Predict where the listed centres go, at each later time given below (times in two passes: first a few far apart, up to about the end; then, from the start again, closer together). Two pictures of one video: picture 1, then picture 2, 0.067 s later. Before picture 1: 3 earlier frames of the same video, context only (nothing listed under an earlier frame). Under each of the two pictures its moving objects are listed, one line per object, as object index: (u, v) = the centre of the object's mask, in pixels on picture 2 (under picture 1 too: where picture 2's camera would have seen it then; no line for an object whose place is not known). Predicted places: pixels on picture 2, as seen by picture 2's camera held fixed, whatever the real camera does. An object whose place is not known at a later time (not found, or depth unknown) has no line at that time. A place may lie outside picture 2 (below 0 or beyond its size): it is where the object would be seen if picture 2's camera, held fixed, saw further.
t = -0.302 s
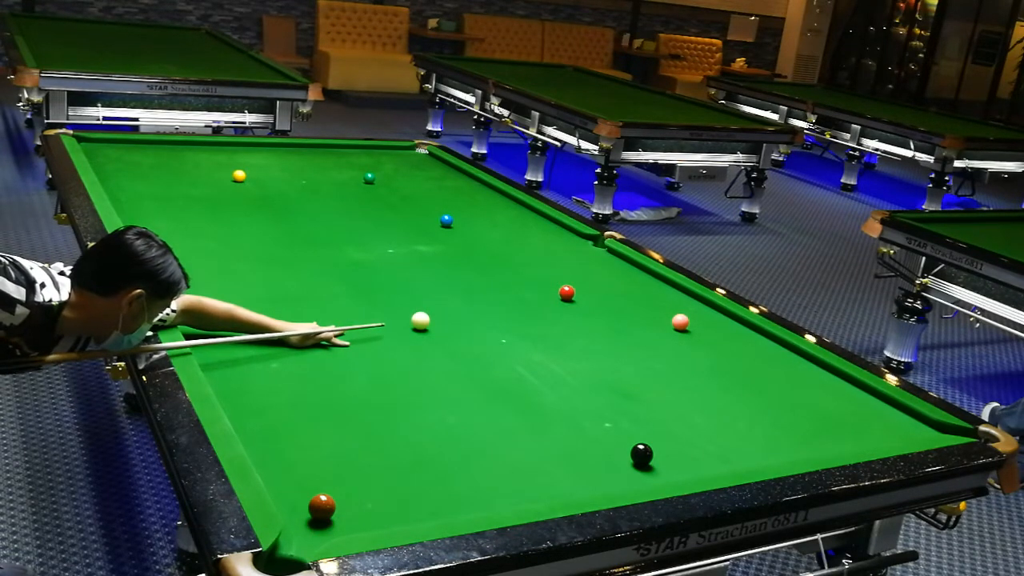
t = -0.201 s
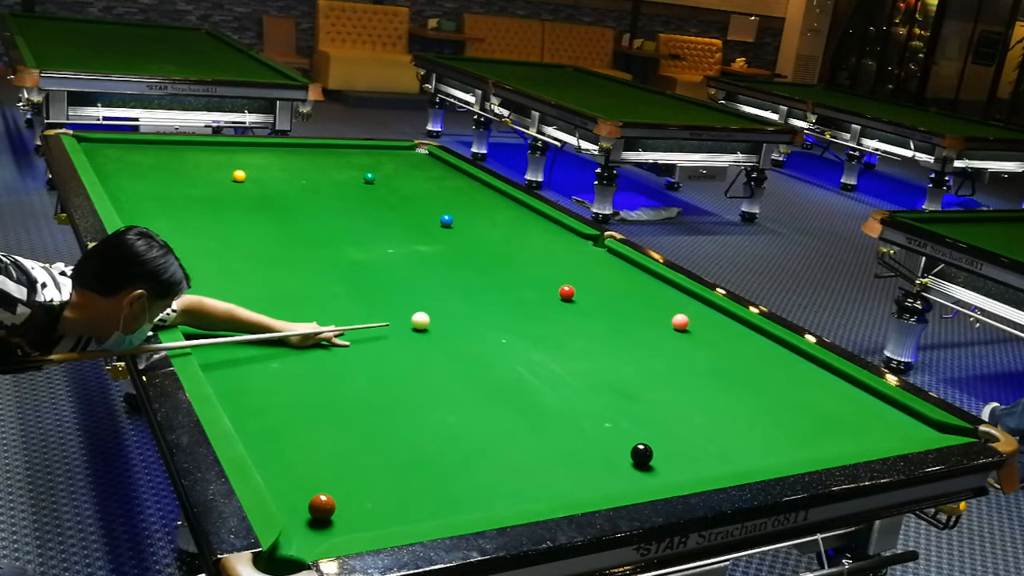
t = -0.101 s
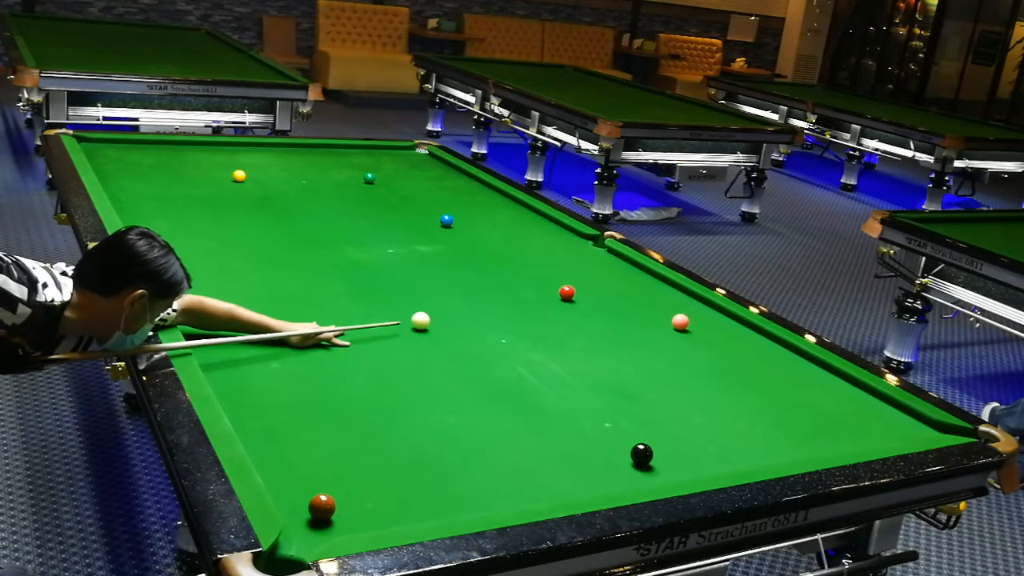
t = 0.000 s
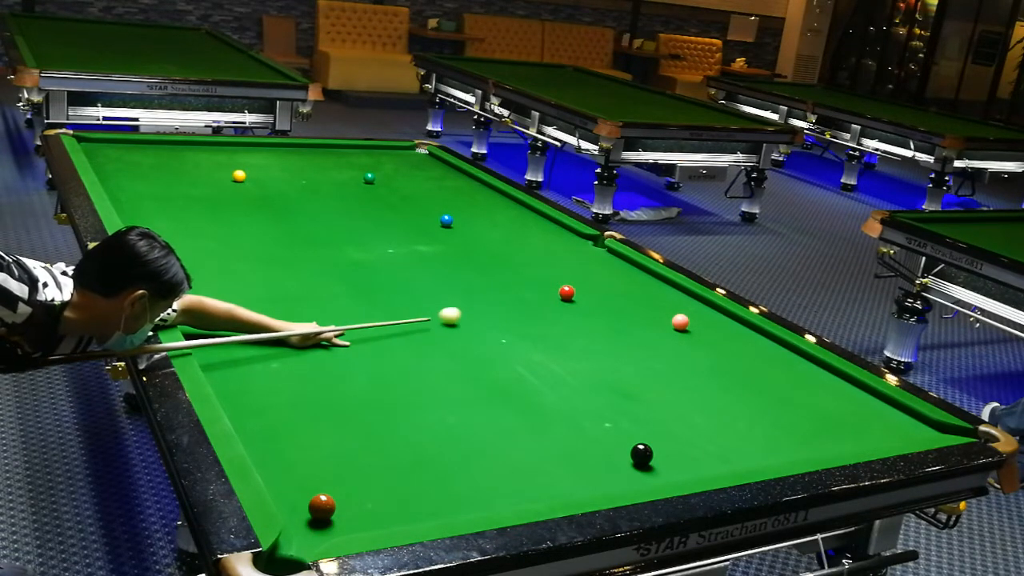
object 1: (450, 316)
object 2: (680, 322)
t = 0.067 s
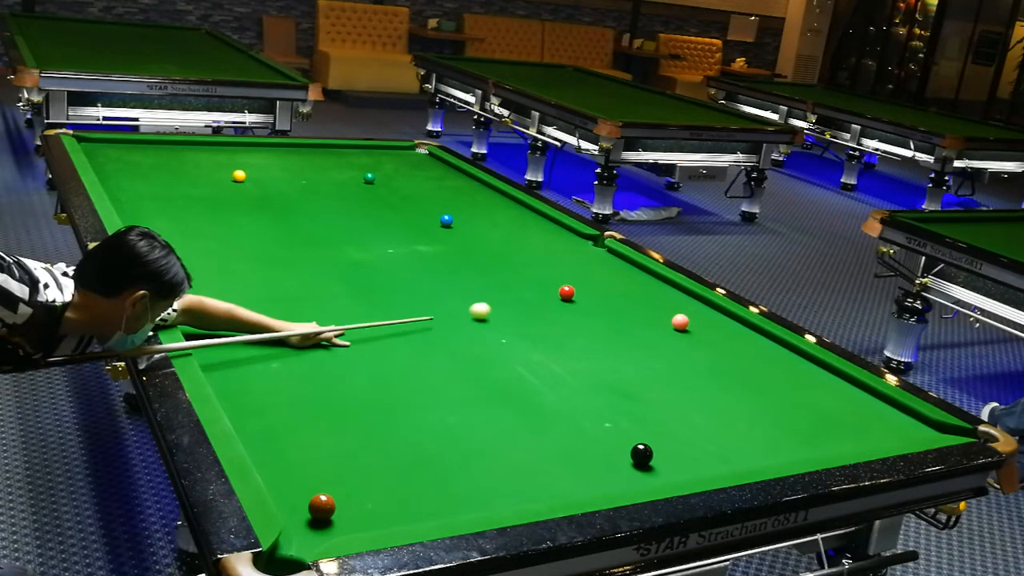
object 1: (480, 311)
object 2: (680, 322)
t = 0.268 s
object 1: (551, 299)
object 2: (680, 322)
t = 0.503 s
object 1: (618, 302)
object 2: (680, 322)
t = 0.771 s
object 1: (691, 307)
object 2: (680, 322)
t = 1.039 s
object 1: (700, 314)
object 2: (680, 322)
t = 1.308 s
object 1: (683, 319)
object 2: (671, 327)
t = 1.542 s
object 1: (675, 320)
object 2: (660, 333)
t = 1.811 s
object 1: (668, 320)
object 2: (647, 340)
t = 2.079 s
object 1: (663, 321)
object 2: (634, 346)
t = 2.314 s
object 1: (659, 321)
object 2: (623, 351)
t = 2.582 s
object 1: (657, 321)
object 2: (611, 357)
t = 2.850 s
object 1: (657, 321)
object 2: (600, 362)
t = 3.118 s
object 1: (657, 321)
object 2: (590, 368)
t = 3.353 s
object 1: (657, 321)
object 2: (582, 372)
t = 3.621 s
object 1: (657, 321)
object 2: (574, 375)
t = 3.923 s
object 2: (566, 379)
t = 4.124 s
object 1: (657, 321)
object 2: (562, 381)
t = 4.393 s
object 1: (657, 321)
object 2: (558, 383)
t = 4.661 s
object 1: (657, 321)
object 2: (556, 385)
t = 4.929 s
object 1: (657, 321)
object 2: (555, 385)
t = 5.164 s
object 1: (657, 321)
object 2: (554, 386)
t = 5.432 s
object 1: (657, 321)
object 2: (554, 386)
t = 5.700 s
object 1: (657, 320)
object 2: (554, 386)
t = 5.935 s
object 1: (657, 321)
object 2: (554, 386)
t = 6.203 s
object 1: (657, 321)
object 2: (554, 386)
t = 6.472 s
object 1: (657, 321)
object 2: (554, 386)
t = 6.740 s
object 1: (657, 321)
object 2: (554, 386)
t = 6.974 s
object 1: (657, 320)
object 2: (554, 386)
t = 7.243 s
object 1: (657, 321)
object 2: (554, 386)
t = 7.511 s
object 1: (657, 321)
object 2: (554, 386)
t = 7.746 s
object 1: (657, 321)
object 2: (554, 386)
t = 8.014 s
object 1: (657, 321)
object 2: (554, 386)
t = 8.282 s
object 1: (657, 321)
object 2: (554, 386)
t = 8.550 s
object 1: (657, 321)
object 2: (554, 386)
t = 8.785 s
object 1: (657, 321)
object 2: (554, 386)
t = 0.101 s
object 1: (493, 309)
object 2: (680, 322)
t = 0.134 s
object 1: (505, 307)
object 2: (680, 322)
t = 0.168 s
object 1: (517, 305)
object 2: (680, 322)
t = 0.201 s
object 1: (529, 303)
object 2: (680, 322)
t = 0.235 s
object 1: (540, 301)
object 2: (680, 322)
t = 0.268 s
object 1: (551, 299)
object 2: (680, 322)
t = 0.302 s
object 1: (562, 298)
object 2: (680, 322)
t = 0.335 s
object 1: (572, 298)
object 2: (680, 322)
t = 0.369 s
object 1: (581, 299)
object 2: (680, 322)
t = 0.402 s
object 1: (590, 300)
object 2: (680, 322)
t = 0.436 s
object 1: (600, 301)
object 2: (680, 322)
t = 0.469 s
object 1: (609, 301)
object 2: (680, 322)
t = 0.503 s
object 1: (618, 302)
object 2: (680, 322)
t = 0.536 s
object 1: (628, 302)
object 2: (680, 322)
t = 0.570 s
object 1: (637, 303)
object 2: (680, 322)
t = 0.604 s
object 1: (646, 304)
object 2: (680, 322)
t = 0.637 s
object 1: (655, 305)
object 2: (680, 322)
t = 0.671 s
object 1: (664, 305)
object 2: (680, 322)
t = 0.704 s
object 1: (673, 305)
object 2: (680, 322)
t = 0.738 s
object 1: (682, 306)
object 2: (680, 322)
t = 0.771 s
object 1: (691, 307)
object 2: (680, 322)
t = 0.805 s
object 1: (700, 307)
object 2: (680, 322)
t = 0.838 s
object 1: (708, 308)
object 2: (680, 322)
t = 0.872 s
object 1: (717, 308)
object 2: (680, 322)
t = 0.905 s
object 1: (714, 309)
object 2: (680, 322)
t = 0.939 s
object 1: (710, 311)
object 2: (680, 322)
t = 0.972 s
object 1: (707, 312)
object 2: (680, 322)
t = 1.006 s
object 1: (704, 314)
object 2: (680, 322)
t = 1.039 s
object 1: (700, 314)
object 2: (680, 322)
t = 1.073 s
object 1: (697, 315)
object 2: (680, 322)
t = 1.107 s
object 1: (694, 316)
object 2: (680, 322)
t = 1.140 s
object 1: (691, 317)
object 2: (680, 322)
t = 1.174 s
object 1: (689, 317)
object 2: (679, 323)
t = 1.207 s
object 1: (688, 318)
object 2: (677, 324)
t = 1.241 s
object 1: (686, 317)
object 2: (675, 325)
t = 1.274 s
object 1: (685, 318)
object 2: (673, 326)
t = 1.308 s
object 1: (683, 319)
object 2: (671, 327)
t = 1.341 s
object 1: (682, 319)
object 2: (670, 328)
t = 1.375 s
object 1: (681, 319)
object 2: (668, 329)
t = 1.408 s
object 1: (679, 319)
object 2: (667, 329)
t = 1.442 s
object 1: (678, 319)
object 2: (665, 330)
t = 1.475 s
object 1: (677, 319)
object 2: (663, 331)
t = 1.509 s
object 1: (676, 320)
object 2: (661, 332)
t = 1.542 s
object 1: (675, 320)
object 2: (660, 333)
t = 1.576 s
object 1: (674, 320)
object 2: (658, 334)
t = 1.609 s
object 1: (673, 320)
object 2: (657, 334)
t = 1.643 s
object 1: (672, 320)
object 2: (655, 335)
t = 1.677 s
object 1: (671, 320)
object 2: (653, 336)
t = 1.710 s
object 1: (670, 320)
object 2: (651, 337)
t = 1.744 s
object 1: (669, 320)
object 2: (650, 338)
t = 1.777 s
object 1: (669, 320)
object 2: (648, 339)
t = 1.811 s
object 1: (668, 320)
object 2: (647, 340)
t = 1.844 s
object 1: (667, 320)
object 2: (645, 340)
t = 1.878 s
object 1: (666, 320)
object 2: (643, 341)
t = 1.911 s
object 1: (666, 320)
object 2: (642, 342)
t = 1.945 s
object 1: (665, 320)
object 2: (640, 343)
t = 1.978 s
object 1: (664, 320)
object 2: (639, 344)
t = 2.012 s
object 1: (664, 321)
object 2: (637, 344)
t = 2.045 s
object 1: (663, 321)
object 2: (635, 345)
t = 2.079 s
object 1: (663, 321)
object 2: (634, 346)
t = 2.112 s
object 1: (662, 321)
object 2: (632, 347)
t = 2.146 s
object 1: (662, 321)
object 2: (631, 348)
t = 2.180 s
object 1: (661, 321)
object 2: (629, 348)
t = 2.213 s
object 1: (661, 321)
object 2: (628, 349)
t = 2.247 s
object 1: (660, 321)
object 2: (626, 350)
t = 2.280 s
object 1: (660, 321)
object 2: (625, 351)
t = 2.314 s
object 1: (659, 321)
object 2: (623, 351)
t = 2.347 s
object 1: (659, 321)
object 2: (622, 352)
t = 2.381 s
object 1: (659, 321)
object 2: (620, 353)
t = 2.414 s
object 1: (658, 321)
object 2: (619, 353)
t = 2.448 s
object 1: (658, 321)
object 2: (617, 354)
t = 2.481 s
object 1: (658, 321)
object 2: (616, 355)
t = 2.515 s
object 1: (658, 321)
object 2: (614, 356)
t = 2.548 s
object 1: (657, 321)
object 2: (613, 356)
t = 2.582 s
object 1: (657, 321)
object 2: (611, 357)
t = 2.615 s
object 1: (657, 321)
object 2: (610, 358)
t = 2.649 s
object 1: (657, 321)
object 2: (609, 358)
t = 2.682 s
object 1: (657, 321)
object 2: (607, 359)
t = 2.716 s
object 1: (657, 321)
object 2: (606, 360)
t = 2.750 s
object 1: (657, 321)
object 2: (604, 360)
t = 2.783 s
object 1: (657, 321)
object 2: (603, 361)
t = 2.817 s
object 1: (657, 321)
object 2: (602, 362)
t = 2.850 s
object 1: (657, 321)
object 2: (600, 362)
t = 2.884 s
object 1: (657, 321)
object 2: (599, 363)
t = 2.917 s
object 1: (657, 321)
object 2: (598, 364)
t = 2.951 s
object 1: (657, 321)
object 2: (596, 364)
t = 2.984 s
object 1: (657, 321)
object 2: (595, 365)
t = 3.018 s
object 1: (657, 321)
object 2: (594, 366)
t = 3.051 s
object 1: (657, 321)
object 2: (593, 366)
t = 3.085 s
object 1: (657, 321)
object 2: (591, 367)
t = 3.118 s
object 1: (657, 321)
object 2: (590, 368)
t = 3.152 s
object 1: (657, 321)
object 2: (589, 368)
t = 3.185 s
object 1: (657, 321)
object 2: (588, 369)
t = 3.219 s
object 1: (657, 321)
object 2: (586, 369)
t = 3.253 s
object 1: (657, 321)
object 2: (585, 370)
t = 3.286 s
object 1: (657, 321)
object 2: (584, 370)
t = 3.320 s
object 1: (657, 321)
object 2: (583, 371)
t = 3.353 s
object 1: (657, 321)
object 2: (582, 372)
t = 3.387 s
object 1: (657, 321)
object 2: (581, 372)
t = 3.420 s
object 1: (657, 321)
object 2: (580, 373)
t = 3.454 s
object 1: (657, 321)
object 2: (579, 373)
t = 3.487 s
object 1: (657, 321)
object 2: (579, 374)
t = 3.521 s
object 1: (657, 321)
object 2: (577, 374)
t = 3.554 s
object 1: (658, 321)
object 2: (576, 374)
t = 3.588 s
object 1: (657, 321)
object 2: (575, 375)
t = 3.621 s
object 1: (657, 321)
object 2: (574, 375)
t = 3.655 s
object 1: (657, 321)
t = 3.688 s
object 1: (657, 321)
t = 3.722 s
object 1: (657, 321)
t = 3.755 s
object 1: (657, 321)
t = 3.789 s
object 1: (658, 317)
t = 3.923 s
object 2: (566, 379)
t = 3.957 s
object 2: (566, 379)
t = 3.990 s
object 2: (565, 379)
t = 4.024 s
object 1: (657, 320)
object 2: (565, 379)
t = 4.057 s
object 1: (657, 321)
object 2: (564, 379)
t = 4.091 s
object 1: (657, 321)
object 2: (563, 381)
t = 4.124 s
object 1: (657, 321)
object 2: (562, 381)
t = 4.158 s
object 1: (657, 321)
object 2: (562, 381)
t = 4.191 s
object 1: (657, 321)
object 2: (561, 381)
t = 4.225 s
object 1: (657, 321)
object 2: (561, 382)
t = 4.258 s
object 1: (657, 321)
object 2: (560, 382)
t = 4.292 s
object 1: (657, 321)
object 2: (560, 382)
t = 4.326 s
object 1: (657, 321)
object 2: (560, 383)
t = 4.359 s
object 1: (657, 321)
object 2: (559, 383)
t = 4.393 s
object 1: (657, 321)
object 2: (558, 383)
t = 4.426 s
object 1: (657, 321)
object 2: (558, 383)
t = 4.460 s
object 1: (657, 321)
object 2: (558, 383)
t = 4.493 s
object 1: (657, 321)
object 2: (557, 384)
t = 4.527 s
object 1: (657, 321)
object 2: (557, 384)
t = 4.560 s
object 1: (657, 321)
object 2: (557, 384)
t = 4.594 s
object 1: (657, 321)
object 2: (556, 384)
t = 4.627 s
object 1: (657, 321)
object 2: (556, 385)
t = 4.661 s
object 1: (657, 321)
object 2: (556, 385)
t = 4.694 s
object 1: (657, 321)
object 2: (556, 385)
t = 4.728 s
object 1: (657, 321)
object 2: (556, 385)
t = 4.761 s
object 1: (657, 321)
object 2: (555, 385)
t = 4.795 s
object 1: (657, 321)
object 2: (555, 385)
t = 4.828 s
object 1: (657, 321)
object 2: (555, 385)
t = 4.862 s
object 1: (657, 321)
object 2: (555, 385)
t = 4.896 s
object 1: (657, 321)
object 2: (555, 385)
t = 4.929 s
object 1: (657, 321)
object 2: (555, 385)
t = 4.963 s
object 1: (657, 320)
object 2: (554, 386)
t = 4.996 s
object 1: (657, 320)
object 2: (554, 386)
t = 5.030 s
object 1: (657, 321)
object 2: (554, 386)
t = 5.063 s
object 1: (657, 321)
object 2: (554, 385)
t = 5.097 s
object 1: (657, 320)
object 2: (555, 384)
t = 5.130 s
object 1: (658, 318)
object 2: (555, 381)
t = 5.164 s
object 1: (657, 321)
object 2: (554, 386)
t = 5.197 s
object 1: (657, 321)
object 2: (554, 386)
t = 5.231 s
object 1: (657, 321)
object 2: (554, 386)
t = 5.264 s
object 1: (657, 321)
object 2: (554, 386)
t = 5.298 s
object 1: (657, 321)
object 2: (554, 386)
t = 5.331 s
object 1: (657, 321)
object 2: (554, 386)
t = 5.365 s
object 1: (657, 321)
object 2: (554, 386)
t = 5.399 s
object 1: (657, 321)
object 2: (554, 386)
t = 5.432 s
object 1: (657, 321)
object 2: (554, 386)
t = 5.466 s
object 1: (657, 321)
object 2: (554, 386)
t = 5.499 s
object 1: (657, 321)
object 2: (554, 386)
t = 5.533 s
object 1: (657, 321)
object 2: (554, 386)
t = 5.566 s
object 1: (657, 321)
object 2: (554, 386)
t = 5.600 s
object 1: (657, 321)
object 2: (554, 386)
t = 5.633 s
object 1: (657, 320)
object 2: (554, 386)
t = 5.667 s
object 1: (657, 320)
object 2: (554, 386)
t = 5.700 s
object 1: (657, 320)
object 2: (554, 386)
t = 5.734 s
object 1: (657, 320)
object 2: (554, 386)
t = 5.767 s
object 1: (657, 320)
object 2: (554, 386)
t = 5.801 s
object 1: (657, 320)
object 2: (554, 386)
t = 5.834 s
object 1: (657, 320)
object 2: (554, 386)
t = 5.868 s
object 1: (657, 321)
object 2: (554, 386)
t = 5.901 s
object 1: (657, 321)
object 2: (554, 386)
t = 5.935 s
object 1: (657, 321)
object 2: (554, 386)
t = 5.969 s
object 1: (657, 321)
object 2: (554, 386)
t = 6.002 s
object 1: (657, 321)
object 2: (554, 386)
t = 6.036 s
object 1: (657, 321)
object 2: (554, 386)
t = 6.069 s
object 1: (657, 321)
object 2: (554, 386)
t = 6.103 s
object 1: (657, 321)
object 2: (554, 386)
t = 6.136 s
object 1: (657, 321)
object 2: (554, 386)
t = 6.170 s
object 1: (657, 321)
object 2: (554, 386)
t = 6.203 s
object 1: (657, 321)
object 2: (554, 386)
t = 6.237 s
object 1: (657, 321)
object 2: (554, 386)
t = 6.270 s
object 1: (657, 321)
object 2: (554, 386)
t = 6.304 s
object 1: (657, 321)
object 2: (554, 386)
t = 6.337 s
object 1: (657, 321)
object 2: (554, 386)
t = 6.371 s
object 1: (657, 321)
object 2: (554, 386)
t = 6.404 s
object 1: (657, 321)
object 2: (554, 386)
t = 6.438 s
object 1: (657, 321)
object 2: (554, 386)
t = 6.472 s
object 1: (657, 321)
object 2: (554, 386)
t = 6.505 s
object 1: (657, 321)
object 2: (554, 386)
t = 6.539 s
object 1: (657, 321)
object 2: (554, 386)
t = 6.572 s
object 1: (657, 321)
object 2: (554, 386)
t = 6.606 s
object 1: (657, 321)
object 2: (554, 386)
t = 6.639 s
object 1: (657, 321)
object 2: (554, 386)
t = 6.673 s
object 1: (657, 321)
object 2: (554, 386)
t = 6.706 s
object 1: (657, 321)
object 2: (554, 386)
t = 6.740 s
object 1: (657, 321)
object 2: (554, 386)
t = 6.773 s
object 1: (657, 321)
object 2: (554, 386)
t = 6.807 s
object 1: (657, 321)
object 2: (554, 386)
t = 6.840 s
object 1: (657, 320)
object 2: (554, 386)
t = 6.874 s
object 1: (657, 320)
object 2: (554, 386)
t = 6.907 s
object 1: (657, 321)
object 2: (554, 386)
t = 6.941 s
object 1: (657, 321)
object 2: (554, 386)
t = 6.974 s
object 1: (657, 320)
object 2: (554, 386)
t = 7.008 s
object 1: (657, 321)
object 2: (554, 386)
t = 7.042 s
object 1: (657, 321)
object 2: (554, 386)
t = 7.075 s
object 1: (657, 321)
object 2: (554, 386)
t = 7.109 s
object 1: (657, 321)
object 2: (554, 386)
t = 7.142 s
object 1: (657, 321)
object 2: (554, 386)
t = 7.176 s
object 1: (657, 321)
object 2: (554, 386)
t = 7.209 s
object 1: (657, 321)
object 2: (554, 386)
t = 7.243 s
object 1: (657, 321)
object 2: (554, 386)
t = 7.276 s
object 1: (657, 321)
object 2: (554, 386)
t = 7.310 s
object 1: (657, 320)
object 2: (554, 386)
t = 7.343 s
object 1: (657, 321)
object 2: (554, 386)
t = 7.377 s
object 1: (657, 321)
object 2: (554, 386)
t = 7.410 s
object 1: (657, 321)
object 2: (554, 386)
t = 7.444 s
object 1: (657, 321)
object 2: (554, 386)
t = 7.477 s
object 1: (657, 321)
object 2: (554, 386)
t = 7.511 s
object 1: (657, 321)
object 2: (554, 386)
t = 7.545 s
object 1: (657, 321)
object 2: (554, 386)
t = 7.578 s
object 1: (657, 321)
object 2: (554, 386)
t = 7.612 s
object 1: (657, 321)
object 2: (554, 386)
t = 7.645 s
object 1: (657, 321)
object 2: (554, 386)
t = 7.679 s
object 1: (657, 321)
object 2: (554, 386)
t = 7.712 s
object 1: (657, 321)
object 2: (554, 386)
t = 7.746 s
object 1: (657, 321)
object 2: (554, 386)
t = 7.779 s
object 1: (657, 321)
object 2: (554, 386)
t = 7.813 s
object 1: (657, 321)
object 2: (554, 386)
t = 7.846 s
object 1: (657, 321)
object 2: (554, 386)
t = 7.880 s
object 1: (657, 321)
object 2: (554, 386)
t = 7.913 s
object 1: (657, 321)
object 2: (554, 386)
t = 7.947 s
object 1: (657, 321)
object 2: (554, 386)
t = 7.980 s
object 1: (657, 321)
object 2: (554, 386)
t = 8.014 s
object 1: (657, 321)
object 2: (554, 386)
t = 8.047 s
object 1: (657, 321)
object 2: (554, 386)
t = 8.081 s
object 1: (657, 321)
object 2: (554, 386)
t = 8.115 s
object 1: (657, 321)
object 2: (554, 386)
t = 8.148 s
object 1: (657, 321)
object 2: (554, 386)
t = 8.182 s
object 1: (657, 321)
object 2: (554, 386)
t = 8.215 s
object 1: (657, 321)
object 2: (554, 386)
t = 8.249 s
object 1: (657, 321)
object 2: (554, 386)
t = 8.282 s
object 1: (657, 321)
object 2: (554, 386)
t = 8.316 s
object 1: (657, 321)
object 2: (554, 386)
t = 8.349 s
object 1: (657, 321)
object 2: (554, 386)
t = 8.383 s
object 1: (657, 321)
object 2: (554, 386)
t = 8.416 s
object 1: (657, 321)
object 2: (554, 386)
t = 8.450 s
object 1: (657, 321)
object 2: (554, 386)
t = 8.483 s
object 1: (657, 321)
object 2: (554, 386)
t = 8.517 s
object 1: (657, 321)
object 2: (554, 386)
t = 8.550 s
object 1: (657, 321)
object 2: (554, 386)
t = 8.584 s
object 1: (657, 321)
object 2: (554, 386)
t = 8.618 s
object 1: (657, 321)
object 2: (554, 386)
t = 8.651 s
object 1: (657, 321)
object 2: (554, 386)
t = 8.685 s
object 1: (657, 321)
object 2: (554, 386)
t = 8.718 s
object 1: (657, 321)
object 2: (554, 386)
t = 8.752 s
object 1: (657, 321)
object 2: (554, 386)
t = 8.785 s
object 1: (657, 321)
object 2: (554, 386)
